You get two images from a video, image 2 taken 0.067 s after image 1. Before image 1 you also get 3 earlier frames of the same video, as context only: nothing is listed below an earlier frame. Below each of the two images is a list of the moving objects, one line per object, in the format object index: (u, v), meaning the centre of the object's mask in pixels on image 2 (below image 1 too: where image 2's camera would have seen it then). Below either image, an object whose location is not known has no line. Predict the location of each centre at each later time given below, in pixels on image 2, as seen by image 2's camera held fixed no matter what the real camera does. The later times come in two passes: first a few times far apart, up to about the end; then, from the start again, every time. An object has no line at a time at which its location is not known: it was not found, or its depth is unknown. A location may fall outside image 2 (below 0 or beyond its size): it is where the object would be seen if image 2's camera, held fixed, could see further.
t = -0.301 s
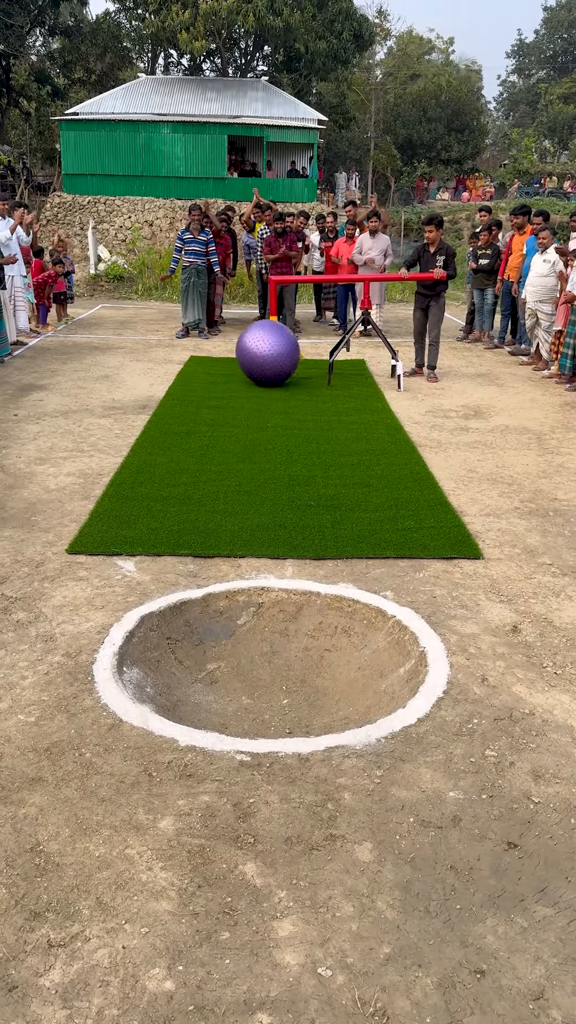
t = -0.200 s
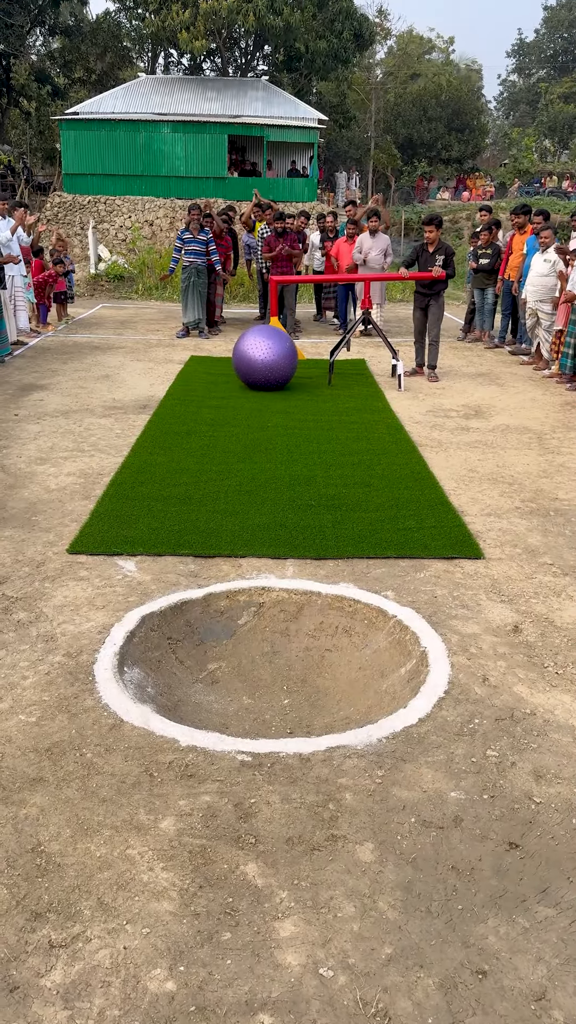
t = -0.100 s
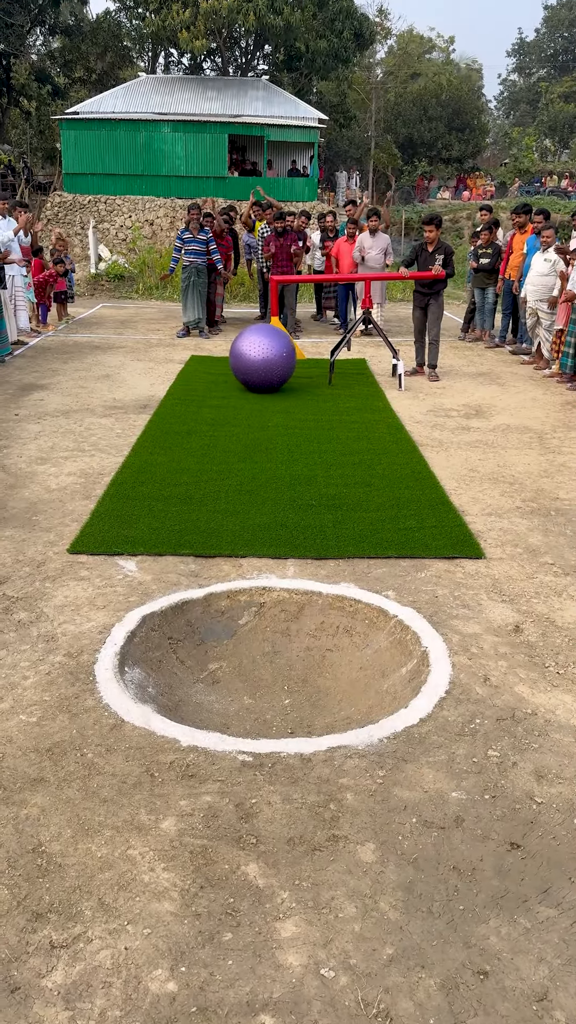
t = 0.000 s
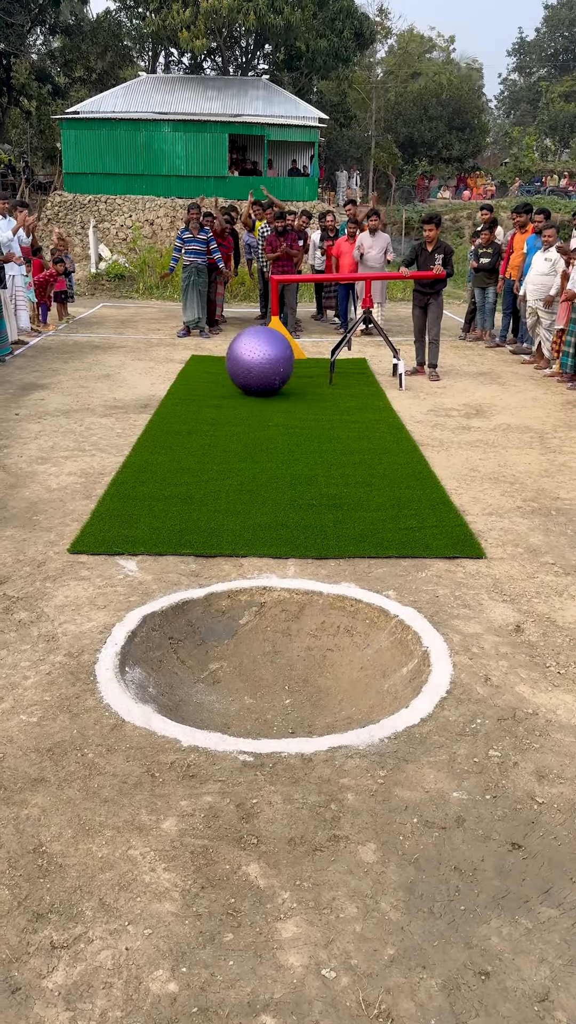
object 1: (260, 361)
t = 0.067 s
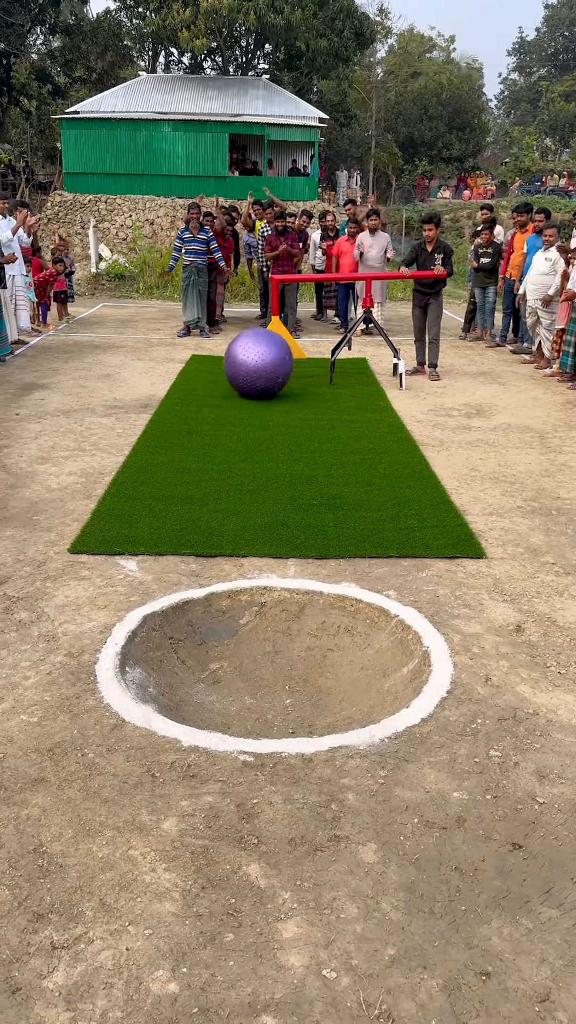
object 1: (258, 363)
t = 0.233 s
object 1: (255, 369)
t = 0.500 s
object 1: (251, 379)
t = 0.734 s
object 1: (251, 386)
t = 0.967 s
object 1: (251, 394)
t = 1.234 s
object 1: (252, 402)
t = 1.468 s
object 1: (253, 413)
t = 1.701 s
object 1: (256, 424)
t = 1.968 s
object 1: (261, 435)
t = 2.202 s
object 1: (267, 444)
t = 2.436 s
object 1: (273, 456)
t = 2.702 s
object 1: (280, 468)
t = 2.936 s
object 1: (286, 479)
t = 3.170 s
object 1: (291, 493)
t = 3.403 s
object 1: (298, 511)
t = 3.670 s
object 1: (311, 534)
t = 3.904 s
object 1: (322, 592)
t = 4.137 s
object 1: (296, 659)
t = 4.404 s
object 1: (236, 643)
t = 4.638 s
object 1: (199, 627)
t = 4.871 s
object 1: (196, 627)
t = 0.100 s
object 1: (257, 364)
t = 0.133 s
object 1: (257, 364)
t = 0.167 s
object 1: (256, 366)
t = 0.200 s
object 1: (255, 367)
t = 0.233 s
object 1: (255, 369)
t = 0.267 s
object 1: (254, 371)
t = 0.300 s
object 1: (254, 372)
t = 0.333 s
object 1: (253, 372)
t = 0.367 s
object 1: (253, 372)
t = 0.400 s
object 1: (253, 373)
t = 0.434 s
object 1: (252, 375)
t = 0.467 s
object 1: (252, 377)
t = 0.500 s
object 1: (251, 379)
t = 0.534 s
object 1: (251, 379)
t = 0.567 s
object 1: (251, 379)
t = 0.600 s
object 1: (251, 380)
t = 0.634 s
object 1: (251, 381)
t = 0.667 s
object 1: (251, 383)
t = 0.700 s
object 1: (251, 385)
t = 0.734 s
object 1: (251, 386)
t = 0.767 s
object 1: (251, 387)
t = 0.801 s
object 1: (251, 387)
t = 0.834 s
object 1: (251, 388)
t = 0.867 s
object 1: (251, 389)
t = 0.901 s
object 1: (251, 391)
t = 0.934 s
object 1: (251, 392)
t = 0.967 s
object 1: (251, 394)
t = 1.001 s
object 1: (252, 394)
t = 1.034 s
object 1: (252, 395)
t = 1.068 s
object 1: (252, 395)
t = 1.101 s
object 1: (252, 397)
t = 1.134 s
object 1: (252, 398)
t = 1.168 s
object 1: (252, 400)
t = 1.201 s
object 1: (252, 401)
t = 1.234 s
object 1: (252, 402)
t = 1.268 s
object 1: (252, 403)
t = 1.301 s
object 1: (252, 405)
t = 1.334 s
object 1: (252, 406)
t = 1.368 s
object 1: (252, 408)
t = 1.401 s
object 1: (252, 410)
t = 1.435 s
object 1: (252, 411)
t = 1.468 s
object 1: (253, 413)
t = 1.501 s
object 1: (253, 415)
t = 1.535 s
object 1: (253, 416)
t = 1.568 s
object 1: (254, 418)
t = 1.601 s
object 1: (254, 419)
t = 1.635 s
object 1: (255, 421)
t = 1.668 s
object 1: (255, 422)
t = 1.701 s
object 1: (256, 424)
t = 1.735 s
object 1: (257, 425)
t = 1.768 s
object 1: (257, 426)
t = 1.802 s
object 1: (258, 428)
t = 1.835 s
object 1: (259, 429)
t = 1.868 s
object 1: (260, 431)
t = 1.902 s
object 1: (260, 432)
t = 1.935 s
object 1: (261, 433)
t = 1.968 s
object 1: (261, 435)
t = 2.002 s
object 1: (262, 436)
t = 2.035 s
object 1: (263, 438)
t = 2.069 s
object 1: (264, 440)
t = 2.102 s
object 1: (264, 440)
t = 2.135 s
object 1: (265, 442)
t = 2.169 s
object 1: (266, 444)
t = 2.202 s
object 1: (267, 444)
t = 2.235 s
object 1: (268, 446)
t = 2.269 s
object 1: (268, 448)
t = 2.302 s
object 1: (269, 449)
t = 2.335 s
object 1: (270, 451)
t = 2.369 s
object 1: (271, 452)
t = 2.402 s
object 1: (273, 454)
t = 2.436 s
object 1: (273, 456)
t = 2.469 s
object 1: (274, 456)
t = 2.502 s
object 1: (276, 458)
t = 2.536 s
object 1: (276, 460)
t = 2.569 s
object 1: (277, 461)
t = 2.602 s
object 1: (278, 462)
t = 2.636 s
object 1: (279, 464)
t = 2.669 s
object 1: (279, 466)
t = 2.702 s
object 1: (280, 468)
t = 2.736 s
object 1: (281, 469)
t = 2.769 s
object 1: (282, 470)
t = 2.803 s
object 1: (283, 473)
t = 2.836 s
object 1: (284, 475)
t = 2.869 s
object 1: (285, 476)
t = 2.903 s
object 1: (285, 477)
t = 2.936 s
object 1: (286, 479)
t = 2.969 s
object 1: (286, 480)
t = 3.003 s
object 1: (287, 482)
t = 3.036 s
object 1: (288, 484)
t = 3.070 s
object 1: (289, 487)
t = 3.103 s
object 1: (290, 488)
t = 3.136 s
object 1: (290, 490)
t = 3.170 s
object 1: (291, 493)
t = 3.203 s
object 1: (292, 495)
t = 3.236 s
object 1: (293, 496)
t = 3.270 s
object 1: (294, 500)
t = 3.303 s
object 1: (295, 503)
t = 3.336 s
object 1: (296, 507)
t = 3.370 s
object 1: (297, 509)
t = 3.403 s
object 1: (298, 511)
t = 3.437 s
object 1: (300, 513)
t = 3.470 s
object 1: (301, 513)
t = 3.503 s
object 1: (302, 516)
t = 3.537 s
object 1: (304, 520)
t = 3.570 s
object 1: (305, 523)
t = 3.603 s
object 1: (307, 527)
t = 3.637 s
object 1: (309, 531)
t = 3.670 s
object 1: (311, 534)
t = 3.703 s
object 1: (313, 538)
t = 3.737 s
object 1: (315, 543)
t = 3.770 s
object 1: (316, 551)
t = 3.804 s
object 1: (318, 559)
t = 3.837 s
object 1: (319, 569)
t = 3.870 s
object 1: (321, 579)
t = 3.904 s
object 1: (322, 592)
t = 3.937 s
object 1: (323, 606)
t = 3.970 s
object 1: (324, 620)
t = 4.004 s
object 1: (323, 632)
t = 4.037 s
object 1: (317, 640)
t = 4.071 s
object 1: (310, 647)
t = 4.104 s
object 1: (304, 653)
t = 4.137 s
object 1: (296, 659)
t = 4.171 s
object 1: (288, 665)
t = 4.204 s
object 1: (281, 668)
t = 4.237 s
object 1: (273, 669)
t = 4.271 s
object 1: (265, 665)
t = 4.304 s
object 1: (259, 659)
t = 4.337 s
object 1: (251, 652)
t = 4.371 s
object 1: (244, 647)
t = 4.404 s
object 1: (236, 643)
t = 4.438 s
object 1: (229, 641)
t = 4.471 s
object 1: (222, 641)
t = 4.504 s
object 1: (214, 641)
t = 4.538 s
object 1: (209, 638)
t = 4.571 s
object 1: (205, 634)
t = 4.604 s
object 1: (202, 630)
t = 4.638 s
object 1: (199, 627)
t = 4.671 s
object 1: (196, 625)
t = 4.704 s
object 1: (194, 626)
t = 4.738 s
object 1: (192, 627)
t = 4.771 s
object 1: (190, 629)
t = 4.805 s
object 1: (190, 629)
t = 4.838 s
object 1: (192, 628)
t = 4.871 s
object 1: (196, 627)
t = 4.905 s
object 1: (199, 629)
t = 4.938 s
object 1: (203, 632)
